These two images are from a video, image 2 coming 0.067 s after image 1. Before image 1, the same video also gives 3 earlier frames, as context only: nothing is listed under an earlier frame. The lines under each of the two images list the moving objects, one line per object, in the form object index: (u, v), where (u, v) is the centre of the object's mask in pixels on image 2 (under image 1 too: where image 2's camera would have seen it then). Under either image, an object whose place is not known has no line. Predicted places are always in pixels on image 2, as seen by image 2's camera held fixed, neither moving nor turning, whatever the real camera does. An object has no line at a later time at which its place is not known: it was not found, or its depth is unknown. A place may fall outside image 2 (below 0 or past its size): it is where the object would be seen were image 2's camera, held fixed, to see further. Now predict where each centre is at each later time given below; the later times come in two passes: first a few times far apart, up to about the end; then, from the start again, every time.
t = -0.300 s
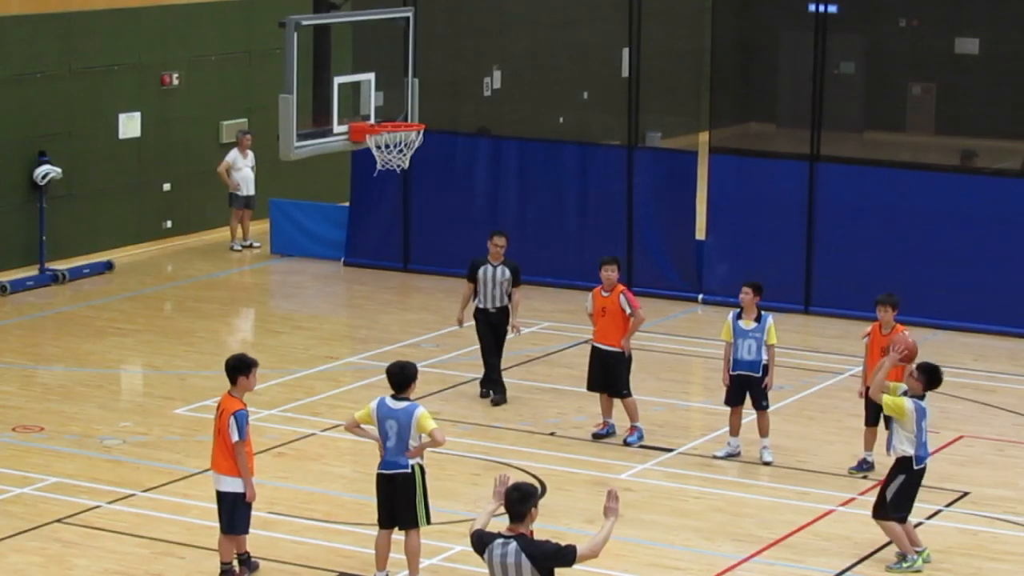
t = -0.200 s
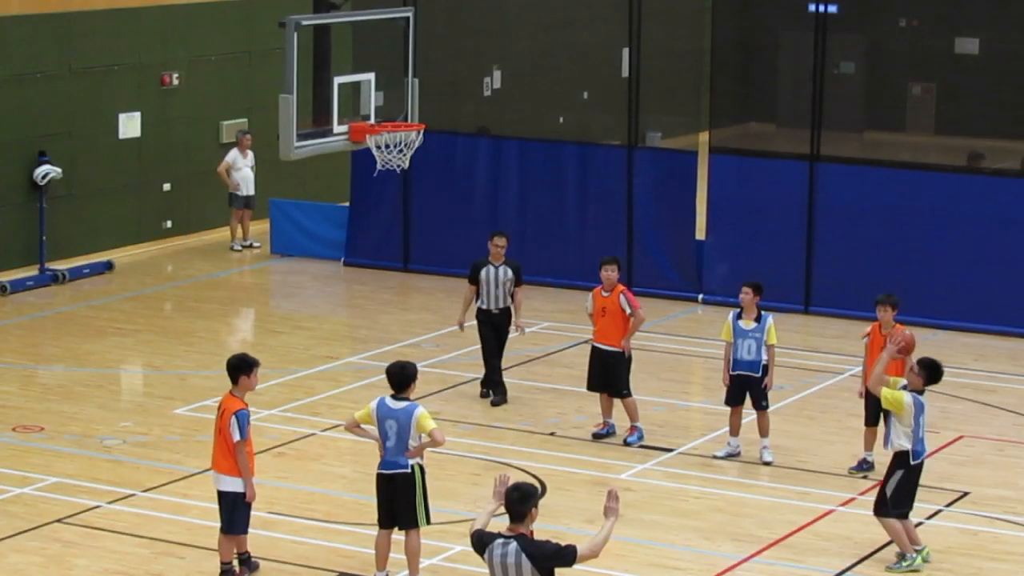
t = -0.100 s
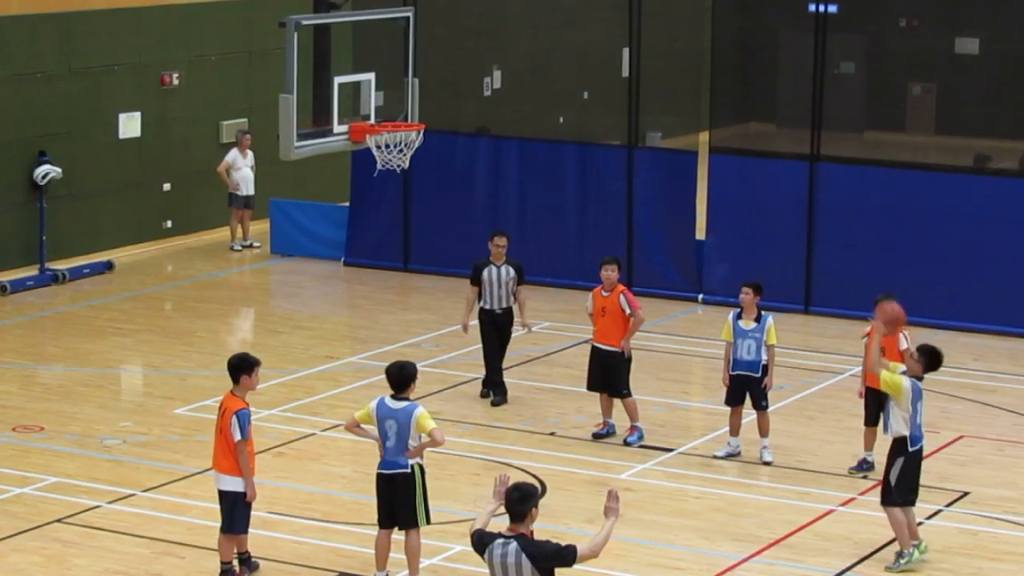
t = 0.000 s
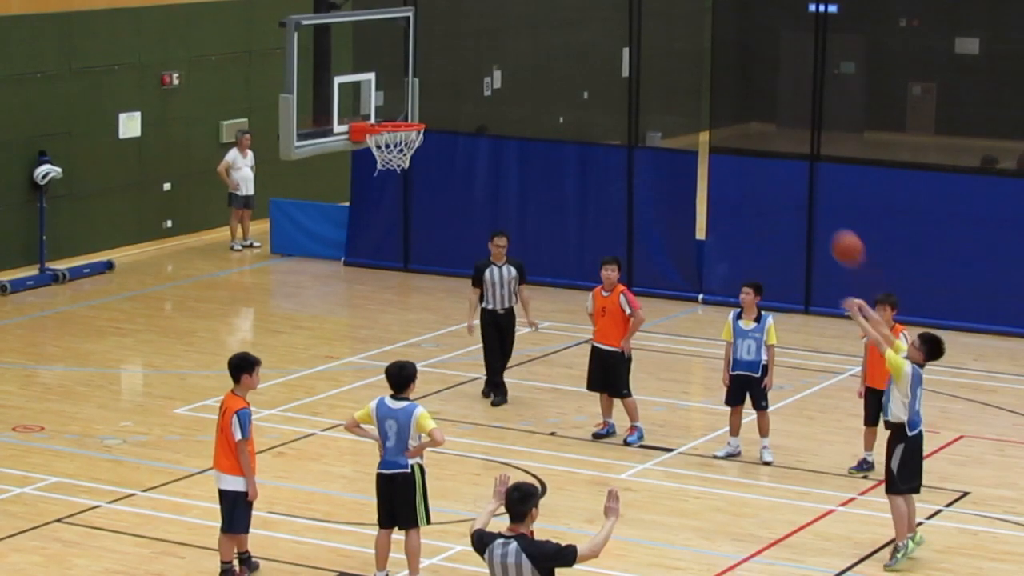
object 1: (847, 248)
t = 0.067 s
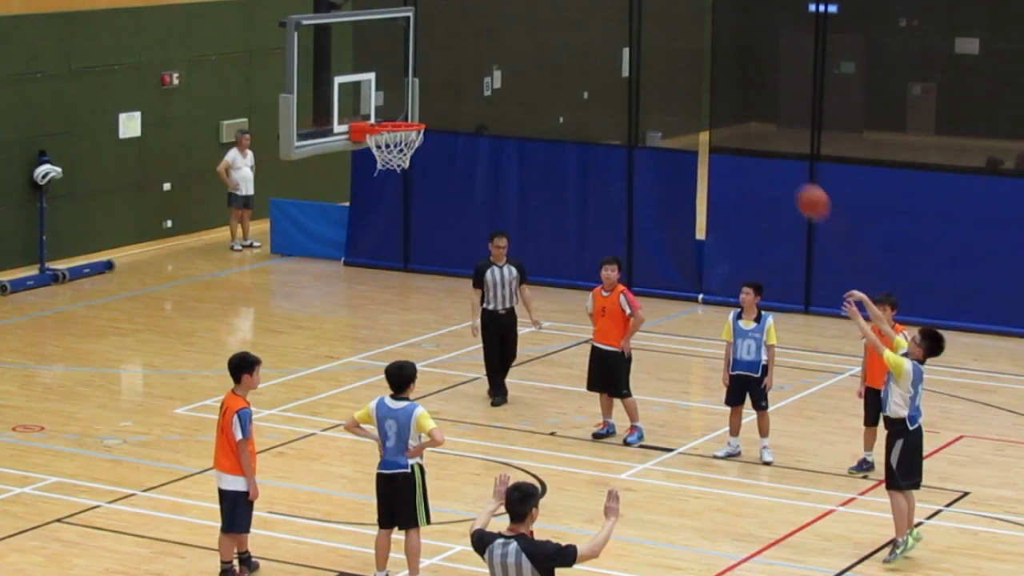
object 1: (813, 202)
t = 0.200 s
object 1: (745, 127)
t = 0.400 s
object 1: (645, 59)
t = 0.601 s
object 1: (548, 41)
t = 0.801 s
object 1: (455, 72)
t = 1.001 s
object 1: (387, 142)
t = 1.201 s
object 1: (395, 149)
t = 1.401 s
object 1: (413, 199)
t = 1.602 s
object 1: (425, 288)
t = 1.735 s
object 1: (433, 371)
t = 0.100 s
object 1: (796, 181)
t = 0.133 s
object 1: (779, 162)
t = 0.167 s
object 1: (762, 144)
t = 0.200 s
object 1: (745, 127)
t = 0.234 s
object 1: (728, 112)
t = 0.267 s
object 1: (711, 99)
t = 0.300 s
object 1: (694, 87)
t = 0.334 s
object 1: (678, 76)
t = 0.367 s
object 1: (661, 67)
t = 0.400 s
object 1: (645, 59)
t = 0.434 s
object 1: (629, 53)
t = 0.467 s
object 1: (612, 47)
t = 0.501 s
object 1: (596, 44)
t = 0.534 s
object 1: (581, 42)
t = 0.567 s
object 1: (564, 41)
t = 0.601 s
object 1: (548, 41)
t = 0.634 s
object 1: (532, 43)
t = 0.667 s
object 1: (517, 46)
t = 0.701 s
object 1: (502, 50)
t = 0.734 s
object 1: (486, 56)
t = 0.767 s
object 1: (470, 64)
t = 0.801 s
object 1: (455, 72)
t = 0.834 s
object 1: (441, 82)
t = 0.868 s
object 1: (427, 92)
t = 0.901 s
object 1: (411, 103)
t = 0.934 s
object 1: (396, 114)
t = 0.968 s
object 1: (389, 120)
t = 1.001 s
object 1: (387, 142)
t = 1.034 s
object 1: (385, 146)
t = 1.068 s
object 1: (387, 143)
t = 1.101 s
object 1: (390, 146)
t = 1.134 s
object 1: (392, 148)
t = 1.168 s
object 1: (394, 150)
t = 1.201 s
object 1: (395, 149)
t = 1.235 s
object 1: (400, 157)
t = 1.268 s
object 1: (406, 166)
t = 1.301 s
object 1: (407, 175)
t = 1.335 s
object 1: (408, 180)
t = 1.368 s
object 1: (410, 188)
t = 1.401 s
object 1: (413, 199)
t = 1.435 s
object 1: (415, 211)
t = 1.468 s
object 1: (417, 224)
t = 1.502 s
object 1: (419, 238)
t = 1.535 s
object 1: (421, 253)
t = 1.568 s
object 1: (423, 269)
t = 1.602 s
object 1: (425, 288)
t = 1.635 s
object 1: (427, 307)
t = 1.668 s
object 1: (429, 327)
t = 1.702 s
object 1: (430, 348)
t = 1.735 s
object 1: (433, 371)
